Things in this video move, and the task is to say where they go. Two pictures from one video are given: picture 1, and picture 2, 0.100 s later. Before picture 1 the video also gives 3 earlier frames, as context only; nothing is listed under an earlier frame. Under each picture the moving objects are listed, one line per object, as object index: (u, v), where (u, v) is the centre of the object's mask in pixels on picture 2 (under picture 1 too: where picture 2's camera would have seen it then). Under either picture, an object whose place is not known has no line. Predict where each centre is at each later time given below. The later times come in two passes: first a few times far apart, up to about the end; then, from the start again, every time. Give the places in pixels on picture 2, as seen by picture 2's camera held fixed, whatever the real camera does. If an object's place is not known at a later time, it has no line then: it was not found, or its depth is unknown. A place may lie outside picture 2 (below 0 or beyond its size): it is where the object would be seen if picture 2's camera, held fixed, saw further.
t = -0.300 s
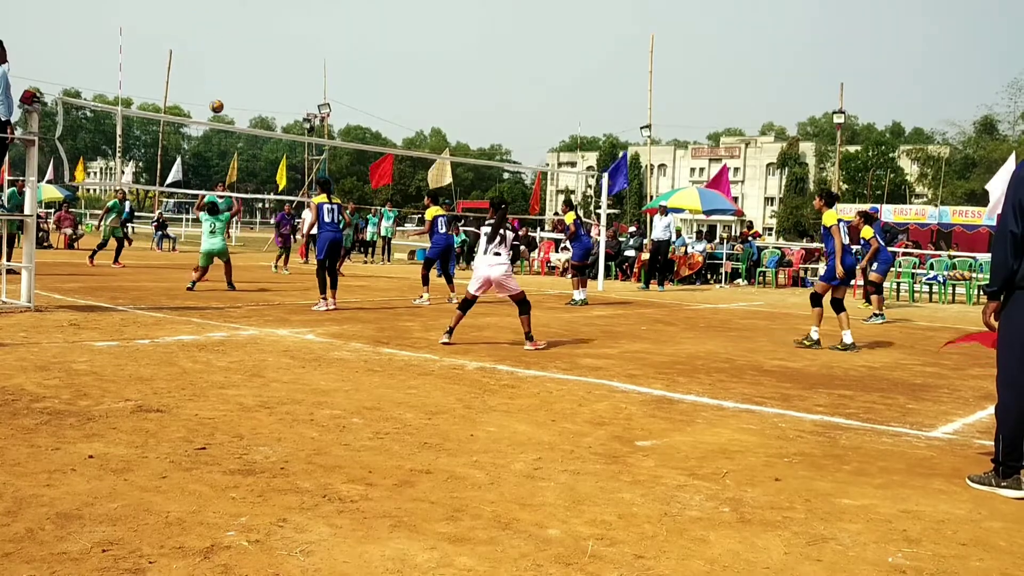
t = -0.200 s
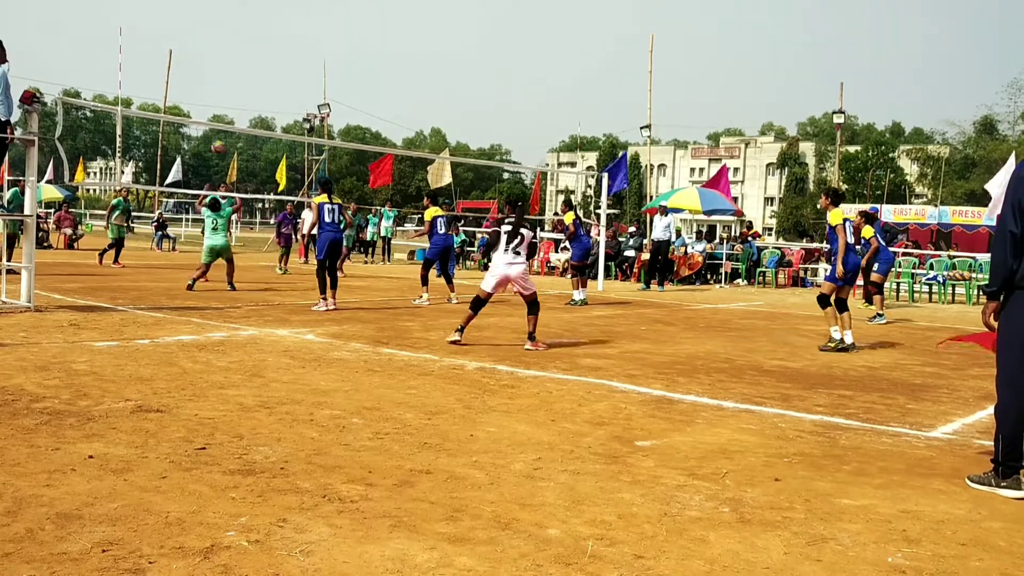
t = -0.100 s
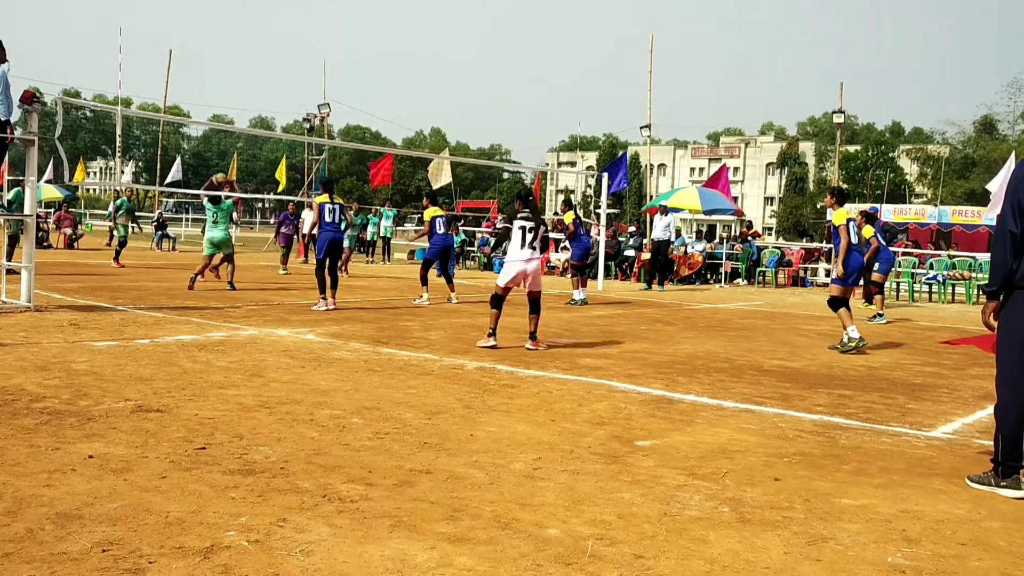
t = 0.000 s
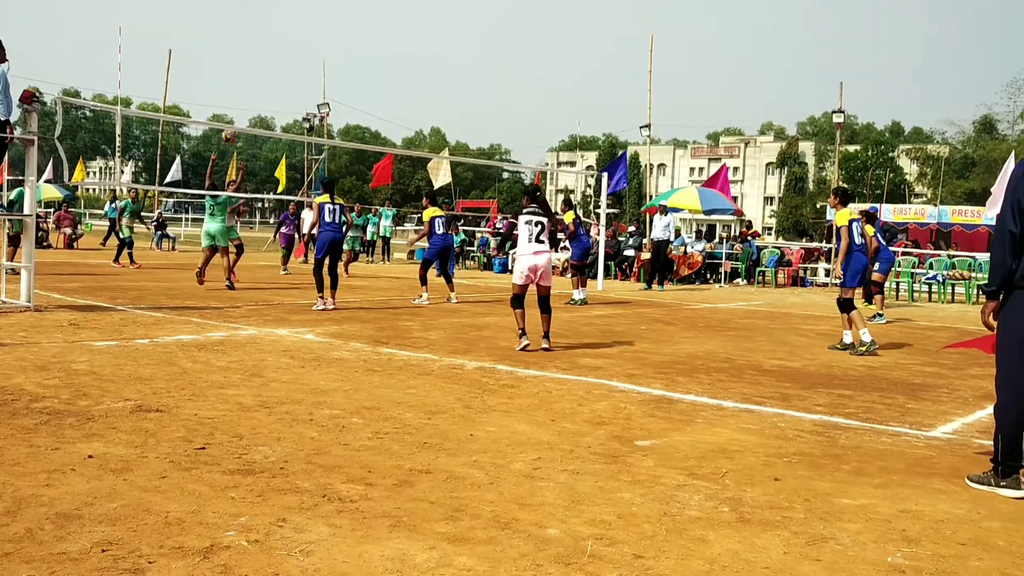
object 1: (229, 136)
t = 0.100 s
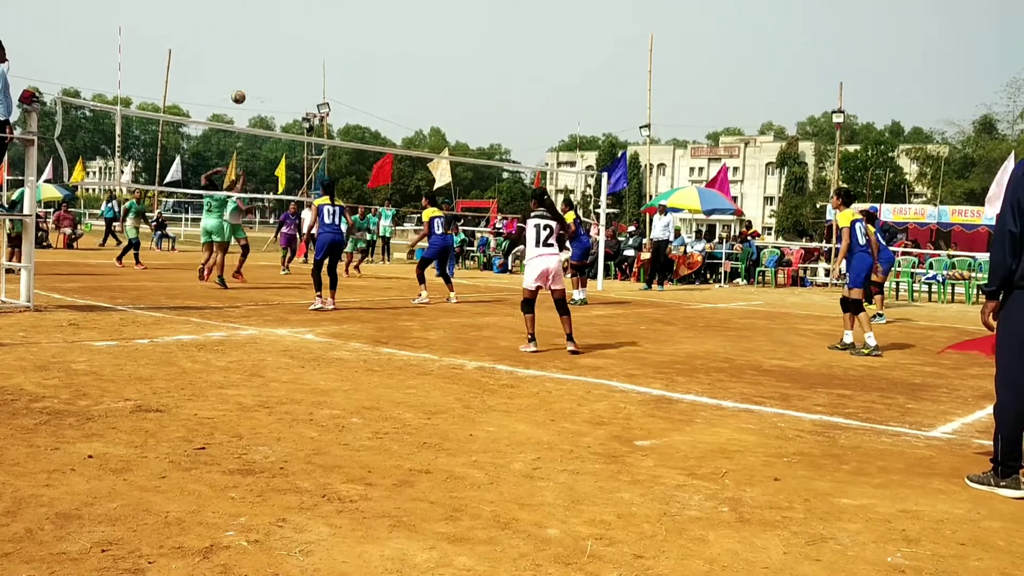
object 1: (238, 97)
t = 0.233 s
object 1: (250, 57)
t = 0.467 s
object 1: (269, 16)
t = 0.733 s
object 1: (288, 14)
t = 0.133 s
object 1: (241, 86)
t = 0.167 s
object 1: (244, 75)
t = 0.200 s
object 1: (247, 66)
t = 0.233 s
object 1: (250, 57)
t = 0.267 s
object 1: (253, 48)
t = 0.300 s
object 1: (256, 41)
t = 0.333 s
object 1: (259, 34)
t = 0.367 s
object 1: (261, 29)
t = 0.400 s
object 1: (264, 24)
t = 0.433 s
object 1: (267, 19)
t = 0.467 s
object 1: (269, 16)
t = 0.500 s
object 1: (272, 13)
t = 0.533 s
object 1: (274, 11)
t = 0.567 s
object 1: (277, 9)
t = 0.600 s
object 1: (279, 9)
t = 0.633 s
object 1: (281, 9)
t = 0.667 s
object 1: (284, 10)
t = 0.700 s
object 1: (286, 11)
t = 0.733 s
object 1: (288, 14)
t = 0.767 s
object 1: (290, 17)
